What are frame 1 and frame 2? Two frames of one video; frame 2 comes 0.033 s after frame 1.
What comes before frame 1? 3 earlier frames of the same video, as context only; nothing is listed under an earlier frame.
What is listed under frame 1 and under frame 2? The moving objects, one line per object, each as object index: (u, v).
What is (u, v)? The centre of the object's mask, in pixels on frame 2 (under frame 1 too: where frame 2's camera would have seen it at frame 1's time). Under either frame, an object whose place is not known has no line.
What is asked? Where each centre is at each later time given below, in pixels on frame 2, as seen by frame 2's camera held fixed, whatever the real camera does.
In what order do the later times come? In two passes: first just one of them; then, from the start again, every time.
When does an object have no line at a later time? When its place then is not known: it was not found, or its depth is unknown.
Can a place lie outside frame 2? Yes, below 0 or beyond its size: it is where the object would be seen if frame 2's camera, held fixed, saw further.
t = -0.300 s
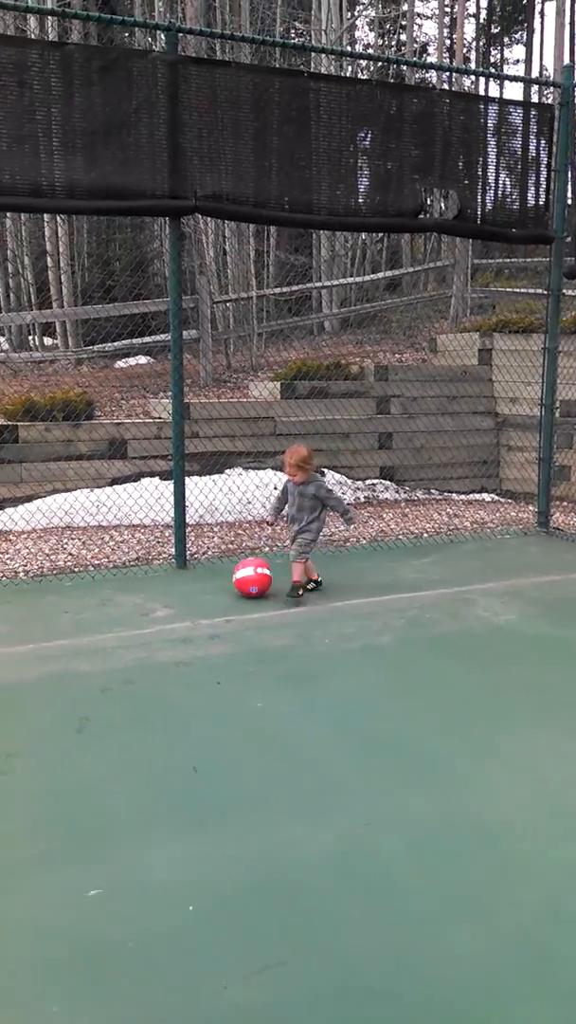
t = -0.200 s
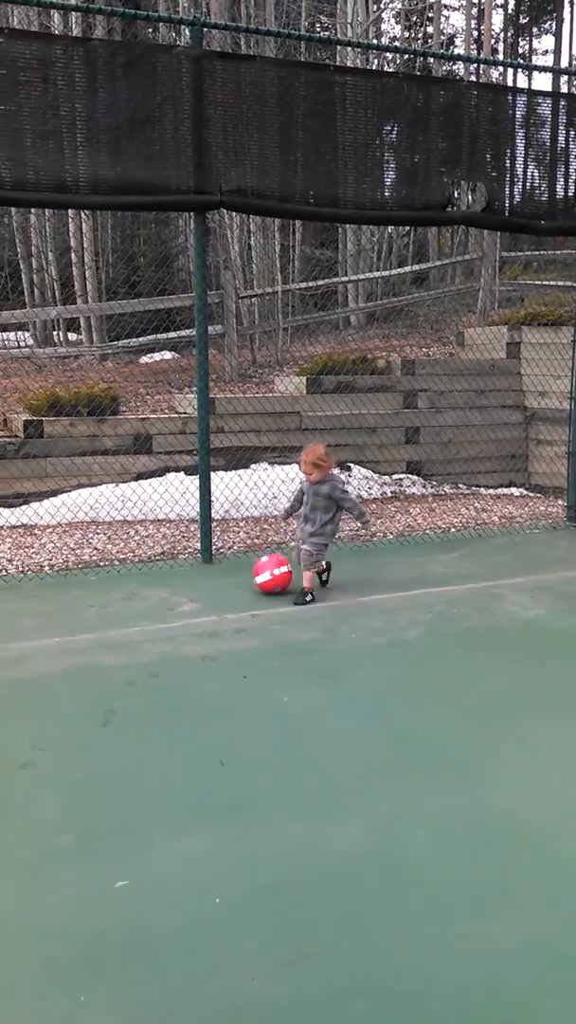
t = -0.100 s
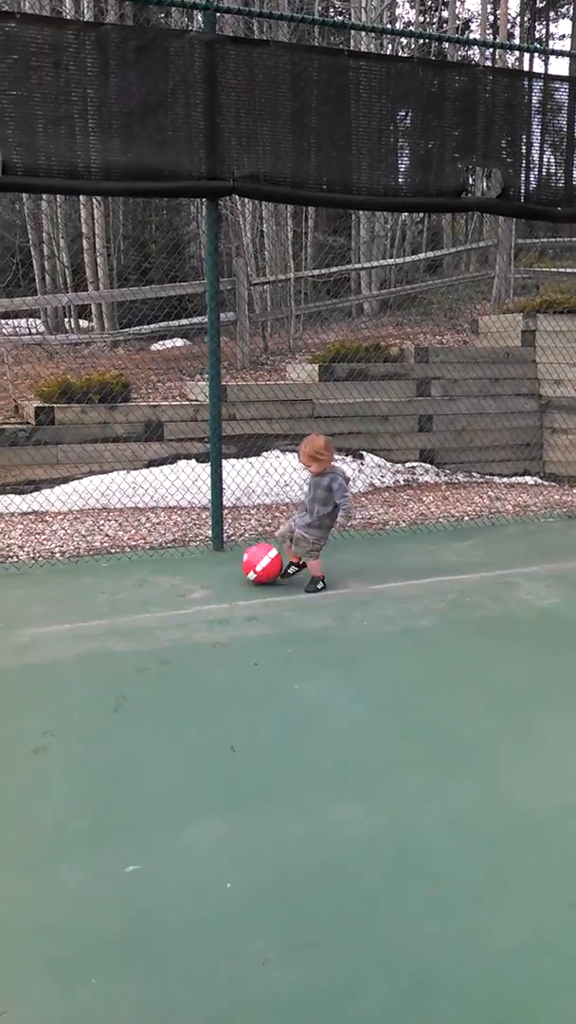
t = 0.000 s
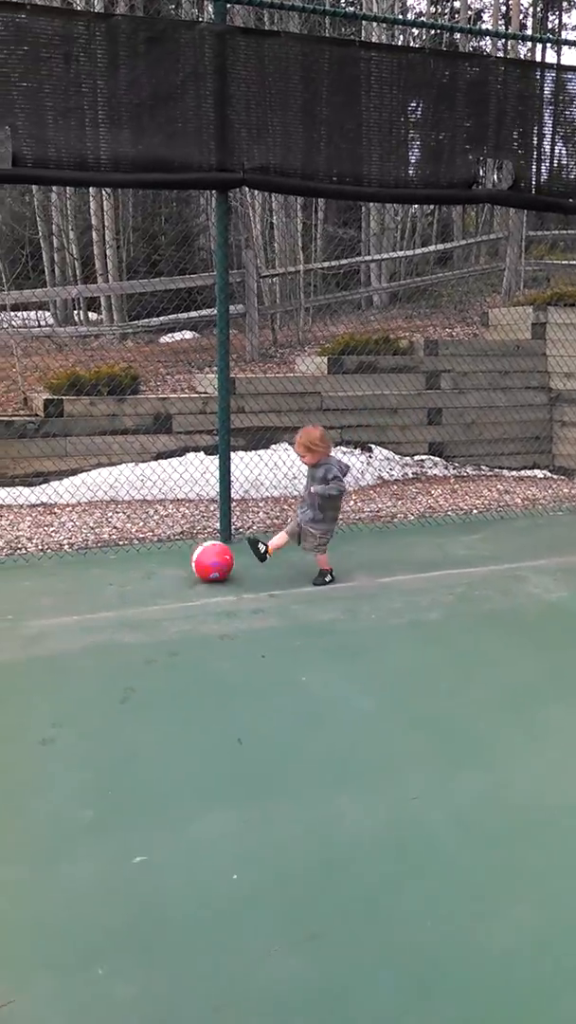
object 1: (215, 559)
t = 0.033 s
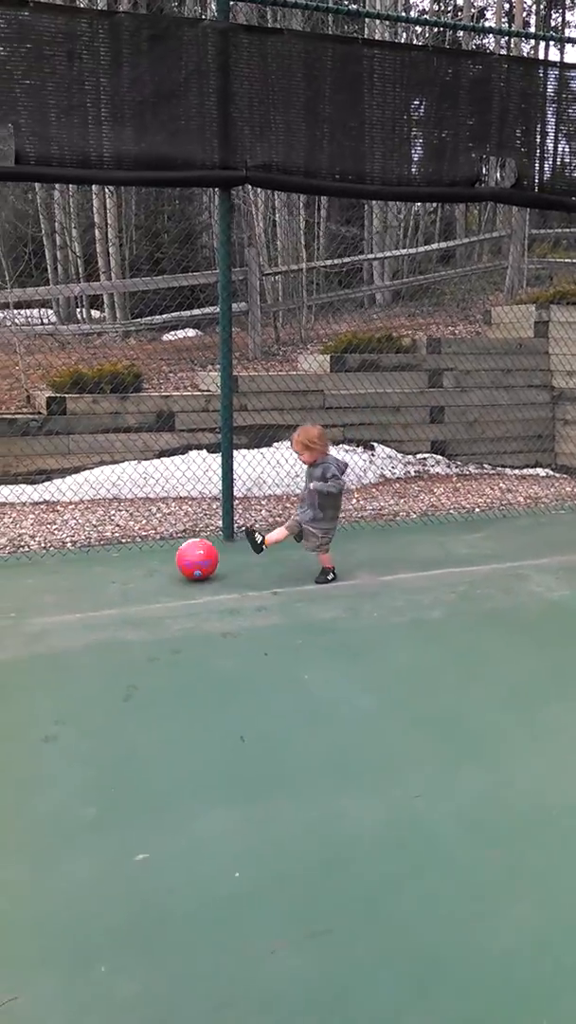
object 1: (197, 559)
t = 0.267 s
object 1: (86, 567)
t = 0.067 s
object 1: (179, 561)
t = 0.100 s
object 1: (163, 561)
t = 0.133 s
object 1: (148, 562)
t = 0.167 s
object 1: (133, 564)
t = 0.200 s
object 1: (117, 564)
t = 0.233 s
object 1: (101, 566)
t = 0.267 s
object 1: (86, 567)
